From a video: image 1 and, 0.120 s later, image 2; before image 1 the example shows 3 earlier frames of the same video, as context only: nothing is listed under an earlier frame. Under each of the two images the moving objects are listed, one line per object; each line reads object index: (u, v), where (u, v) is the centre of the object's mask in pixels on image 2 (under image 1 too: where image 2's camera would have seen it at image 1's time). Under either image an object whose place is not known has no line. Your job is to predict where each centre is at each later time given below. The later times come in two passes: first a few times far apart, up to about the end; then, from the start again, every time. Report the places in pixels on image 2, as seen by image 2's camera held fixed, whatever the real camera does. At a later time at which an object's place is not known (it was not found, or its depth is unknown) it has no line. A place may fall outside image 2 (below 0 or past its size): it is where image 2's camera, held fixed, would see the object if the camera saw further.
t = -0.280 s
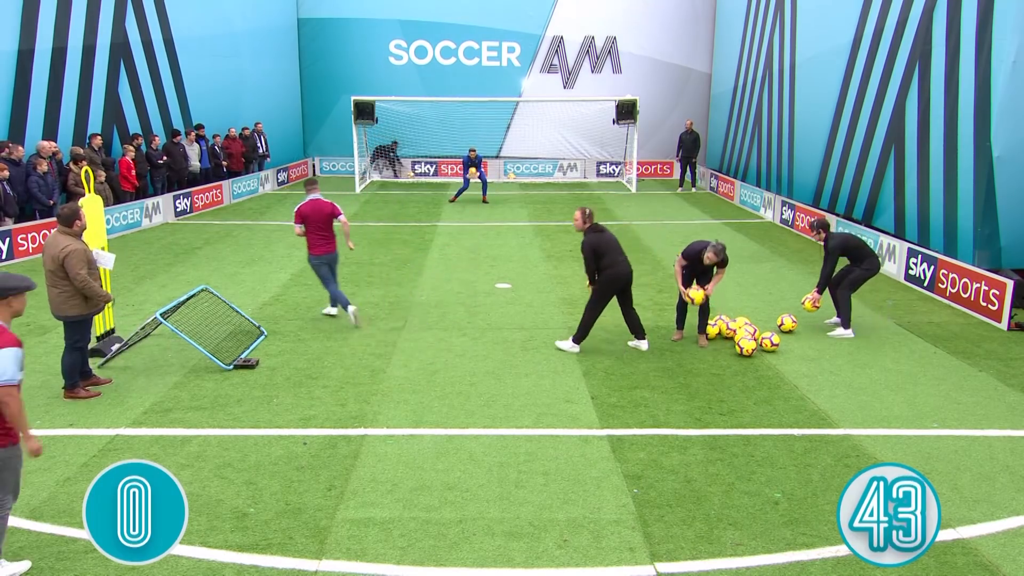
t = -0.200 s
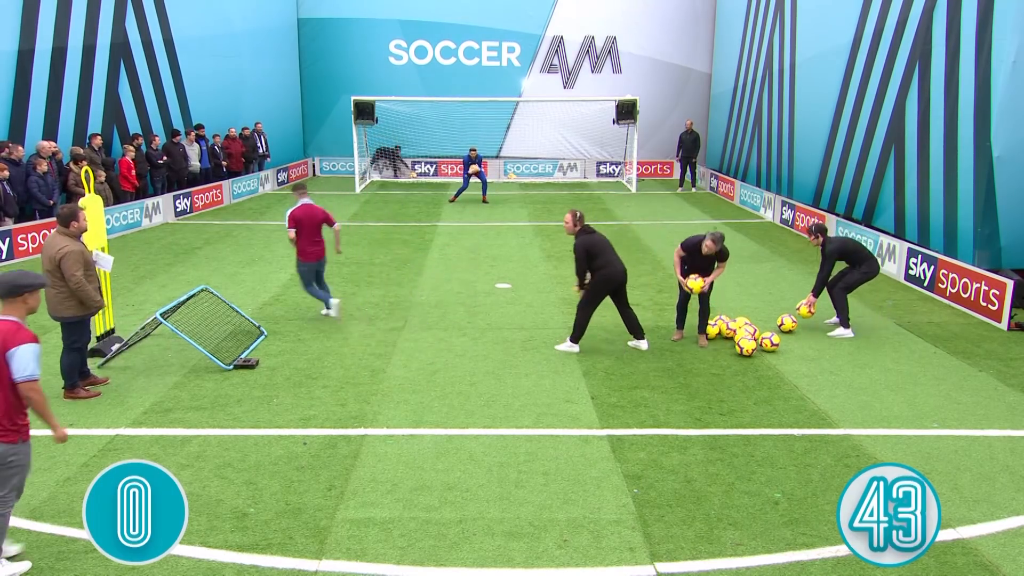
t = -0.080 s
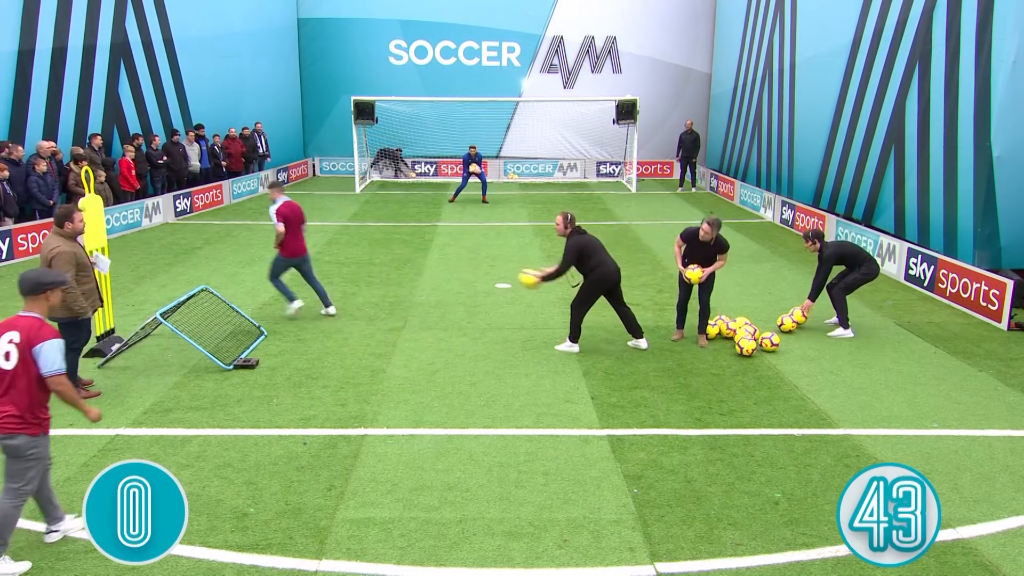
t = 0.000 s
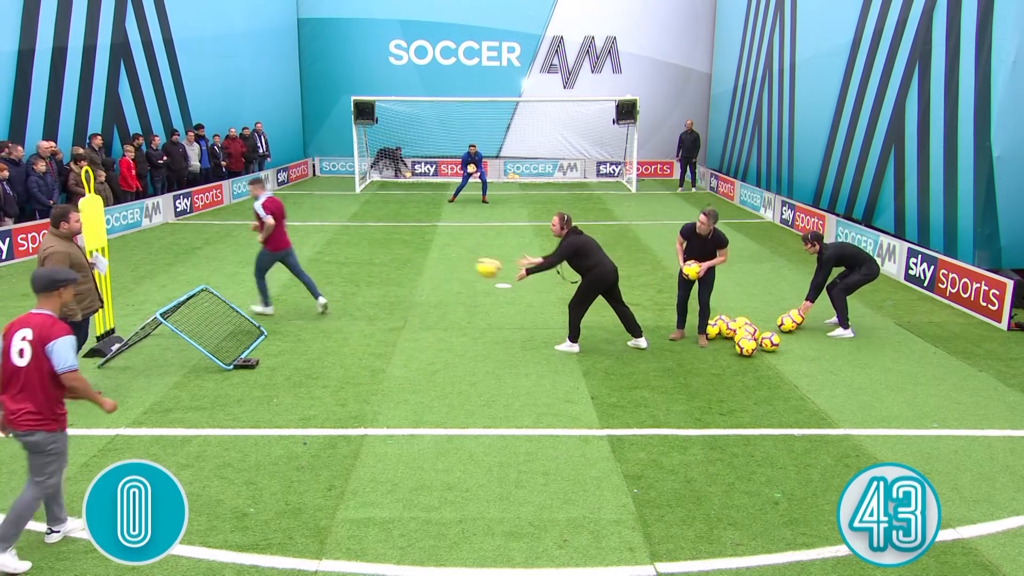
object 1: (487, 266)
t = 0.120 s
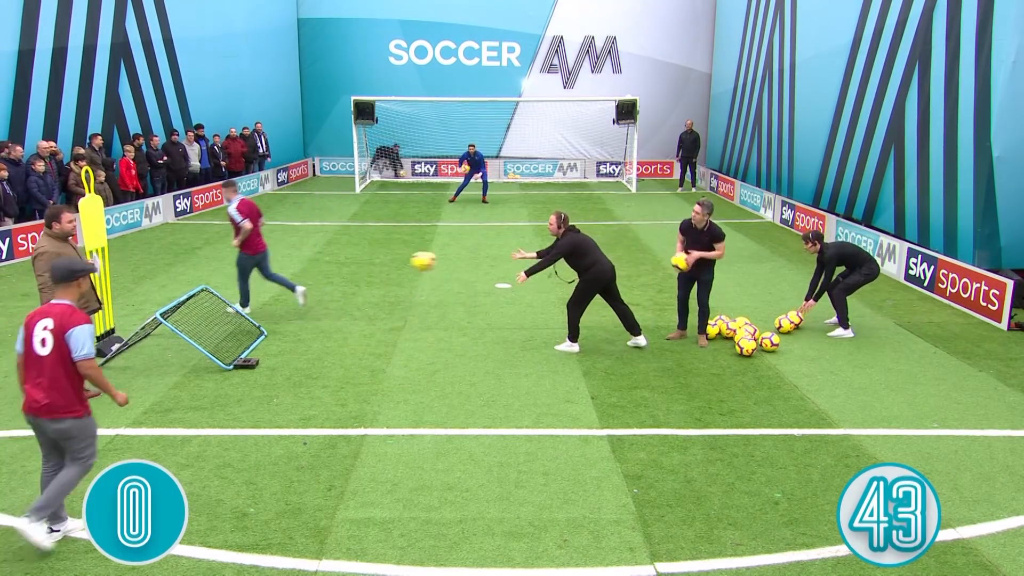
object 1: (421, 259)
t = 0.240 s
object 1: (357, 265)
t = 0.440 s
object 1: (251, 302)
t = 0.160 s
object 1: (400, 259)
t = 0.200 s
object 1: (377, 262)
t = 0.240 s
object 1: (357, 265)
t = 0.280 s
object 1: (335, 269)
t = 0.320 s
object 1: (313, 276)
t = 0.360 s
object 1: (292, 283)
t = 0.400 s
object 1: (272, 291)
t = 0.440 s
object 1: (251, 302)
